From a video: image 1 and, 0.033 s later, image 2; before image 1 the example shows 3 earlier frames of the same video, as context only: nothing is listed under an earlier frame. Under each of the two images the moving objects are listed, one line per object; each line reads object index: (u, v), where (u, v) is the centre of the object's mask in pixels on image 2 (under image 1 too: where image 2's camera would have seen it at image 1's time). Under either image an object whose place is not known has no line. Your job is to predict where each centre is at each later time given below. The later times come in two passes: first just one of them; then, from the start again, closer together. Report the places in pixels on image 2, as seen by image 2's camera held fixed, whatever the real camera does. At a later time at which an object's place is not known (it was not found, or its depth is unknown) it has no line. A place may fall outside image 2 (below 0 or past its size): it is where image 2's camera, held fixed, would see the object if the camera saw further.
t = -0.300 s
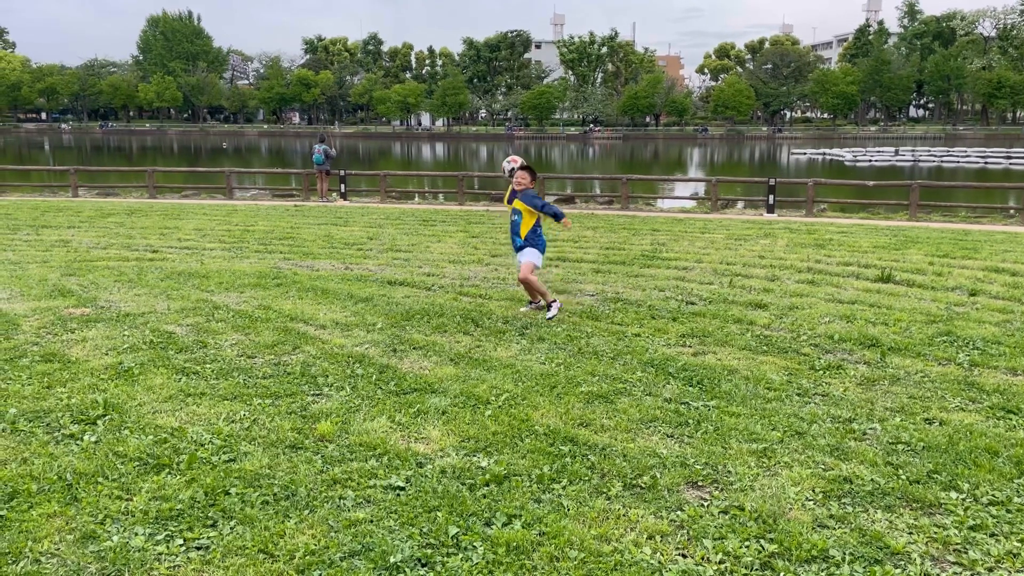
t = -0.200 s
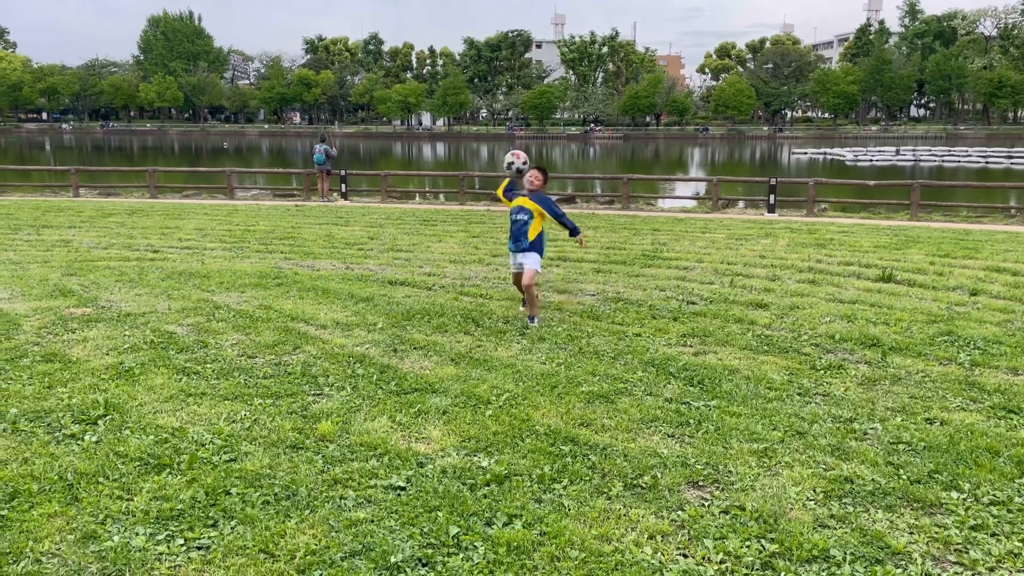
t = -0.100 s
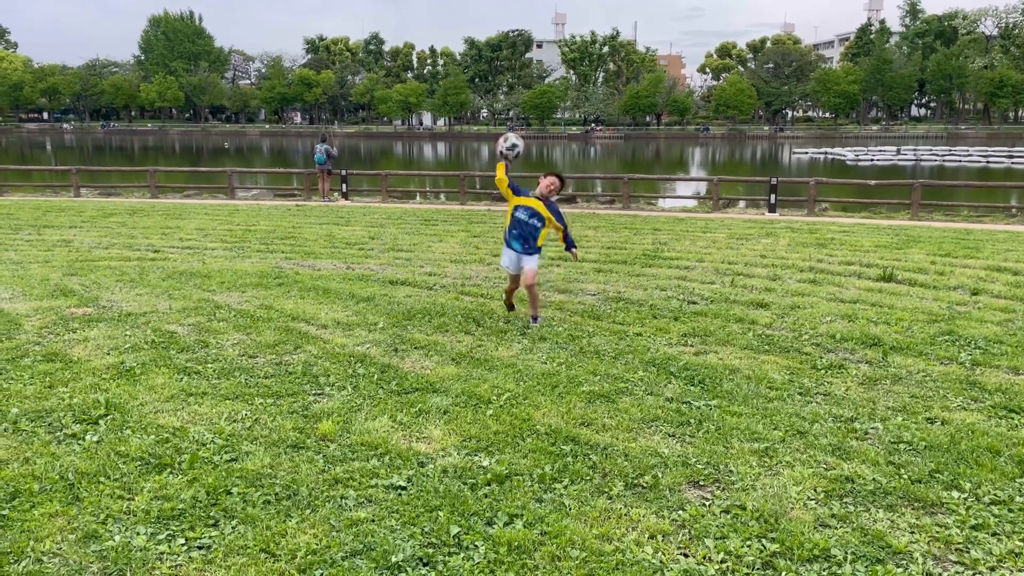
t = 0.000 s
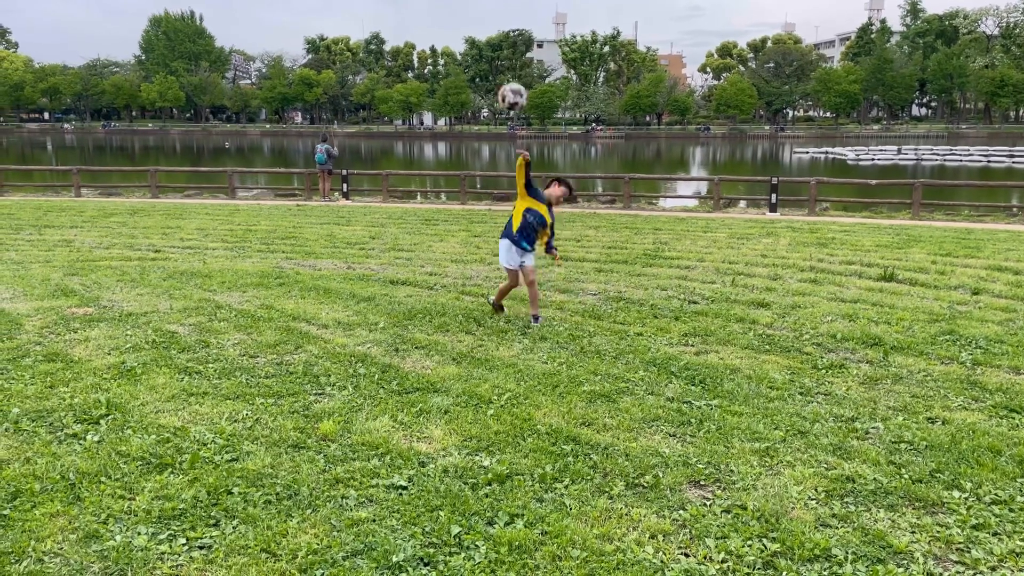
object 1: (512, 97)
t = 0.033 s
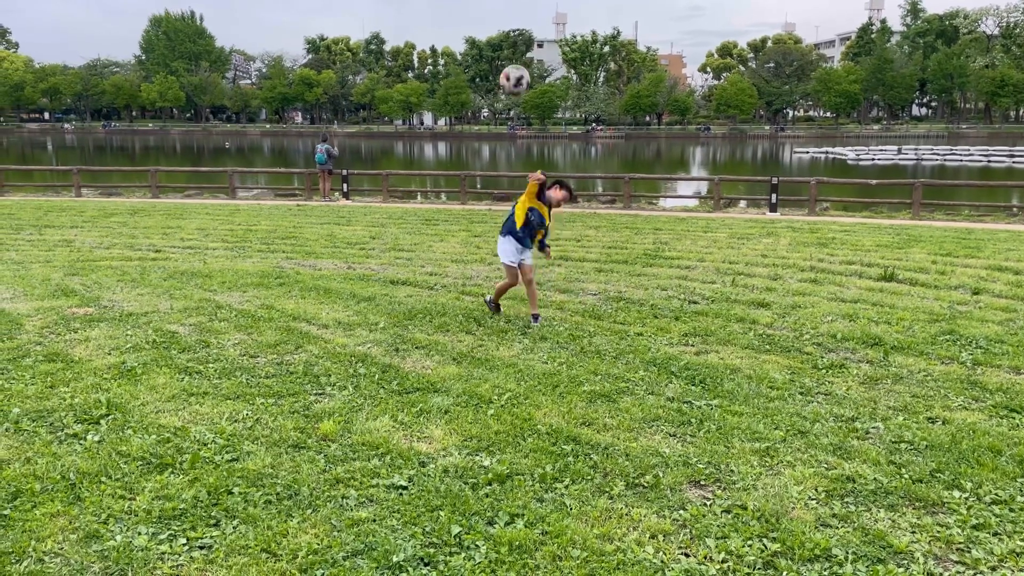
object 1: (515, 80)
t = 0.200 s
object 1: (527, 11)
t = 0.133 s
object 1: (522, 33)
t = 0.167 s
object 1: (525, 17)
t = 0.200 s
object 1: (527, 11)
